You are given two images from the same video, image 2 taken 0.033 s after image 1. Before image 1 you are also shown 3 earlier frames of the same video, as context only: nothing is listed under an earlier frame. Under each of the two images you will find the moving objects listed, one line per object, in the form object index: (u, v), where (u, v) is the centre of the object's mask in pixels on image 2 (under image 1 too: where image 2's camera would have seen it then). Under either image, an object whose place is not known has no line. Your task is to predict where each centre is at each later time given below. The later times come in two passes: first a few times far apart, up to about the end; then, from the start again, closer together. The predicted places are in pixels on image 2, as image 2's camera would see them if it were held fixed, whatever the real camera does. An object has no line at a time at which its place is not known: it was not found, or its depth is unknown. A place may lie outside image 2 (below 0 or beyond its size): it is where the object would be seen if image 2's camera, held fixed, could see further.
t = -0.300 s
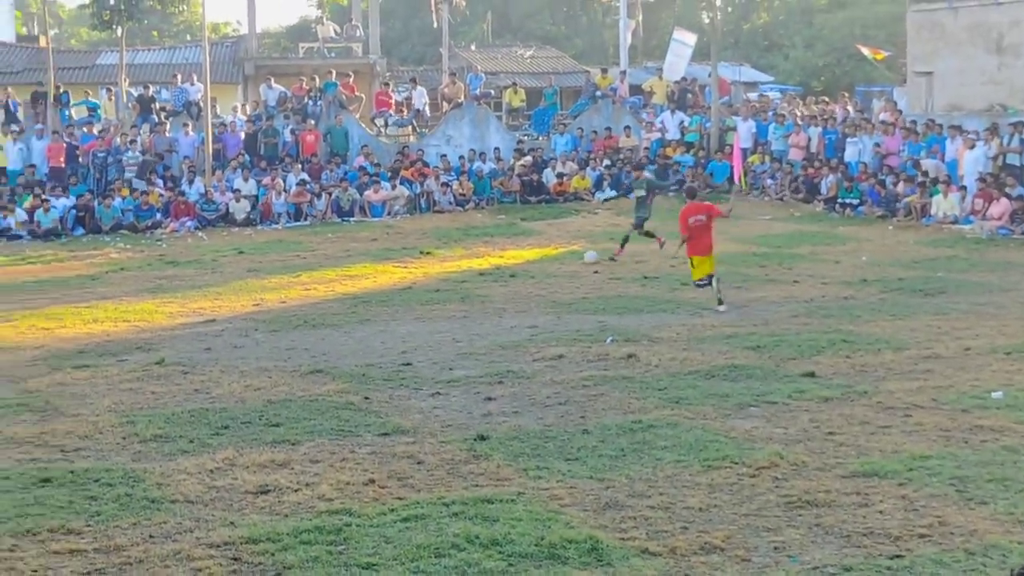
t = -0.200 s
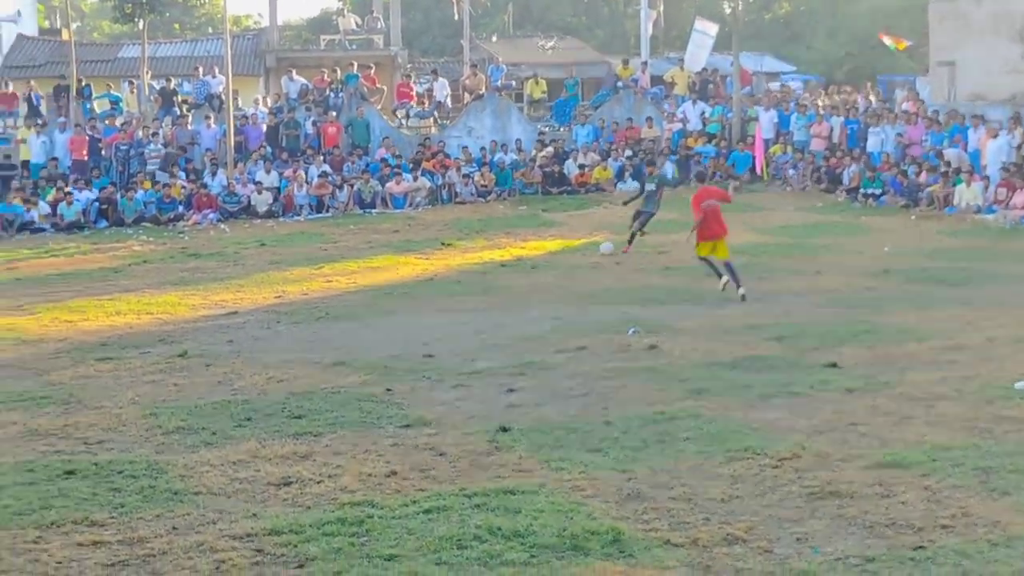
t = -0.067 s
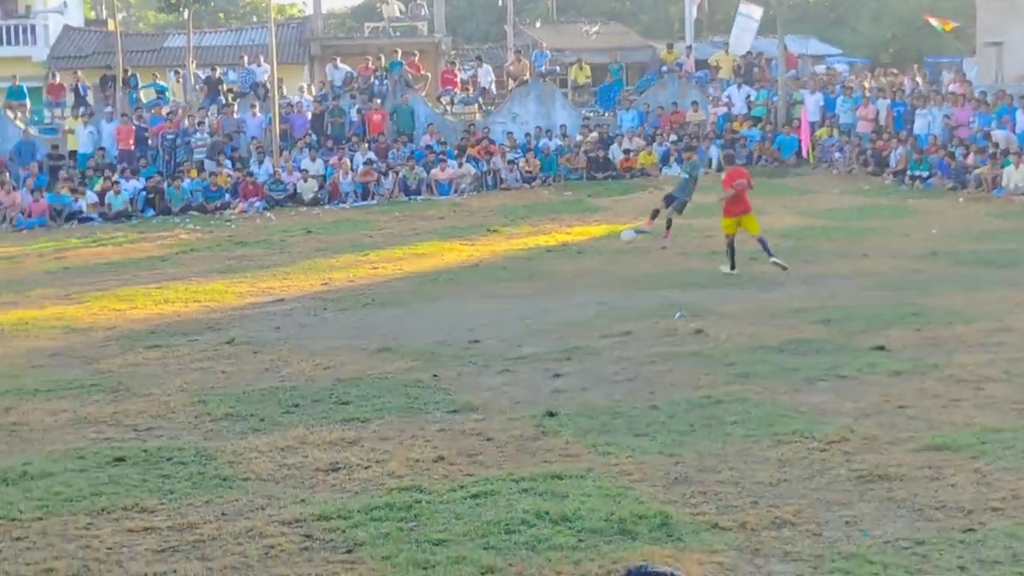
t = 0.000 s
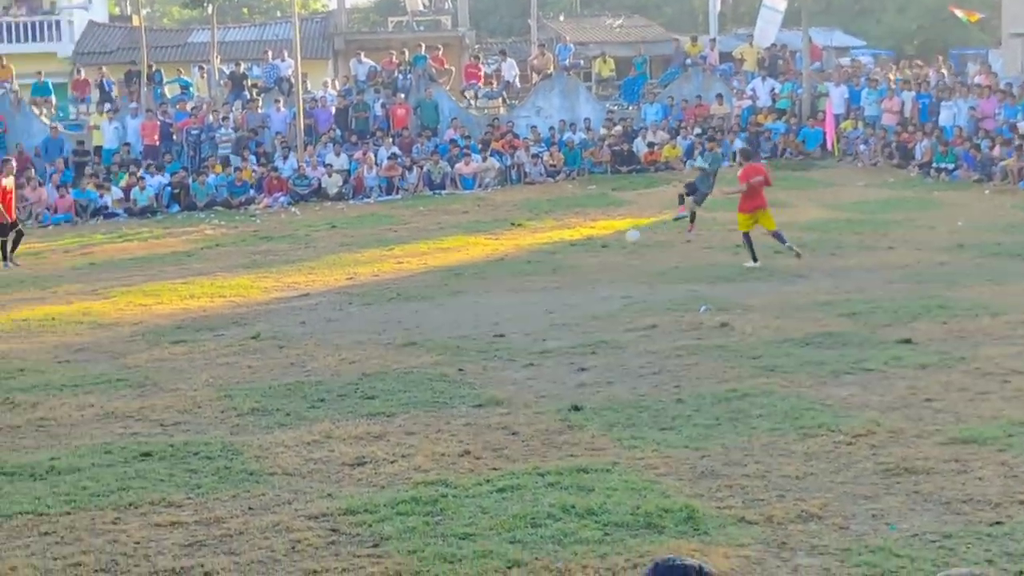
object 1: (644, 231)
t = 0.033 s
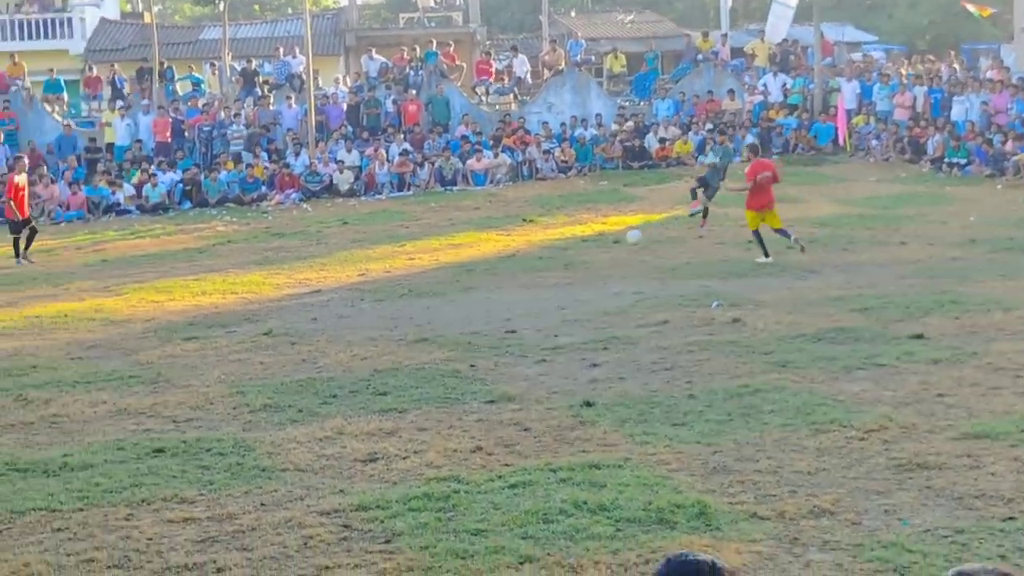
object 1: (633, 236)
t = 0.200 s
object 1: (583, 265)
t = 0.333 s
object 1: (543, 288)
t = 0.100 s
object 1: (612, 249)
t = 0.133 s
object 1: (602, 257)
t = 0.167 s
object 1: (592, 263)
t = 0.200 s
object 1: (583, 265)
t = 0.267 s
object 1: (563, 277)
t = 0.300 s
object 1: (552, 284)
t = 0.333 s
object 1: (543, 288)
